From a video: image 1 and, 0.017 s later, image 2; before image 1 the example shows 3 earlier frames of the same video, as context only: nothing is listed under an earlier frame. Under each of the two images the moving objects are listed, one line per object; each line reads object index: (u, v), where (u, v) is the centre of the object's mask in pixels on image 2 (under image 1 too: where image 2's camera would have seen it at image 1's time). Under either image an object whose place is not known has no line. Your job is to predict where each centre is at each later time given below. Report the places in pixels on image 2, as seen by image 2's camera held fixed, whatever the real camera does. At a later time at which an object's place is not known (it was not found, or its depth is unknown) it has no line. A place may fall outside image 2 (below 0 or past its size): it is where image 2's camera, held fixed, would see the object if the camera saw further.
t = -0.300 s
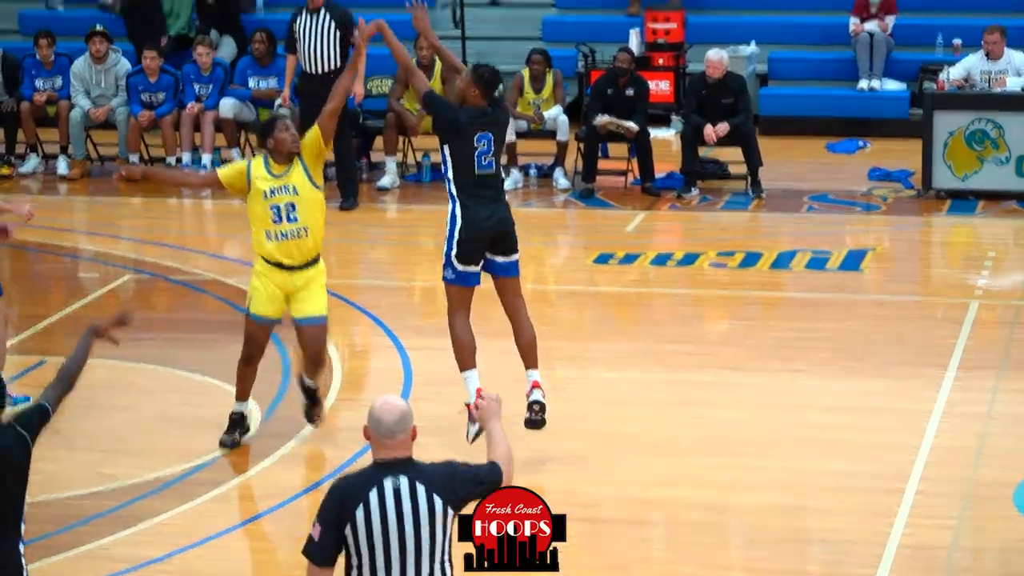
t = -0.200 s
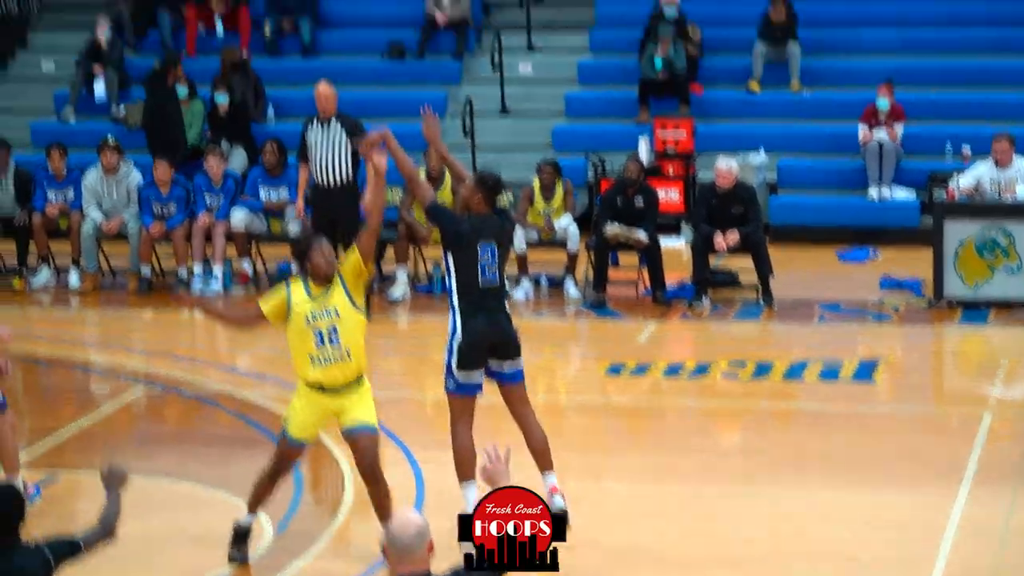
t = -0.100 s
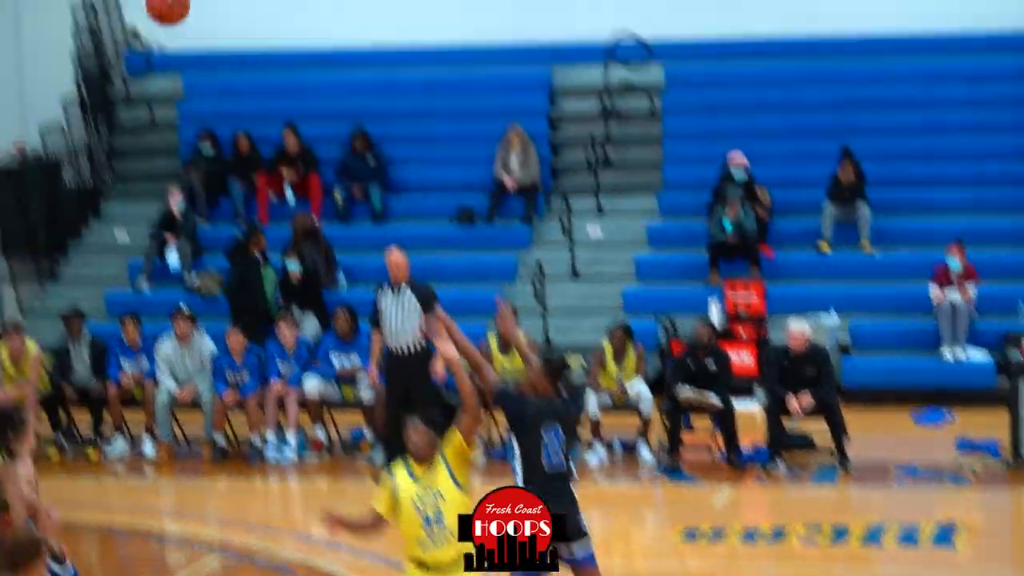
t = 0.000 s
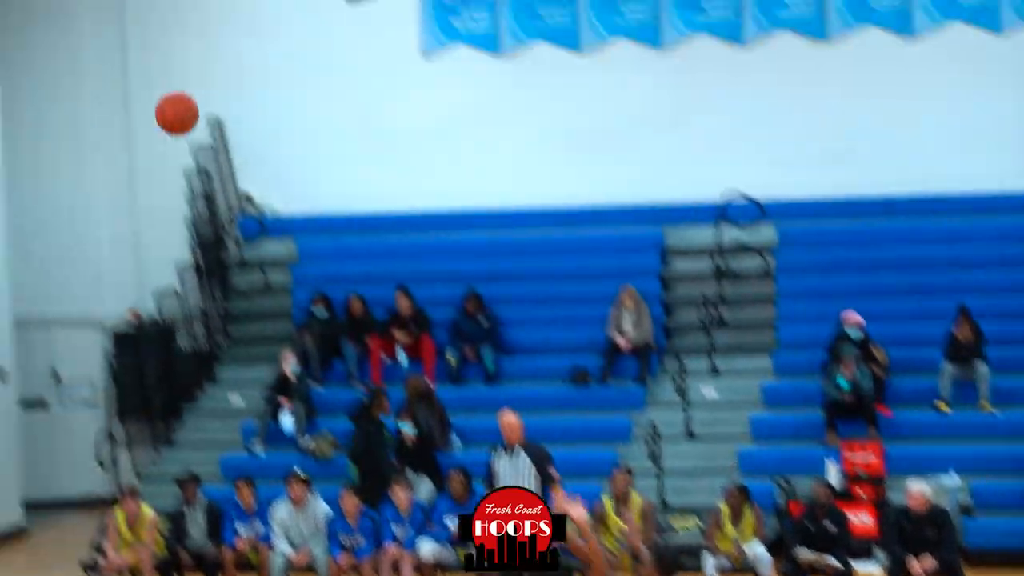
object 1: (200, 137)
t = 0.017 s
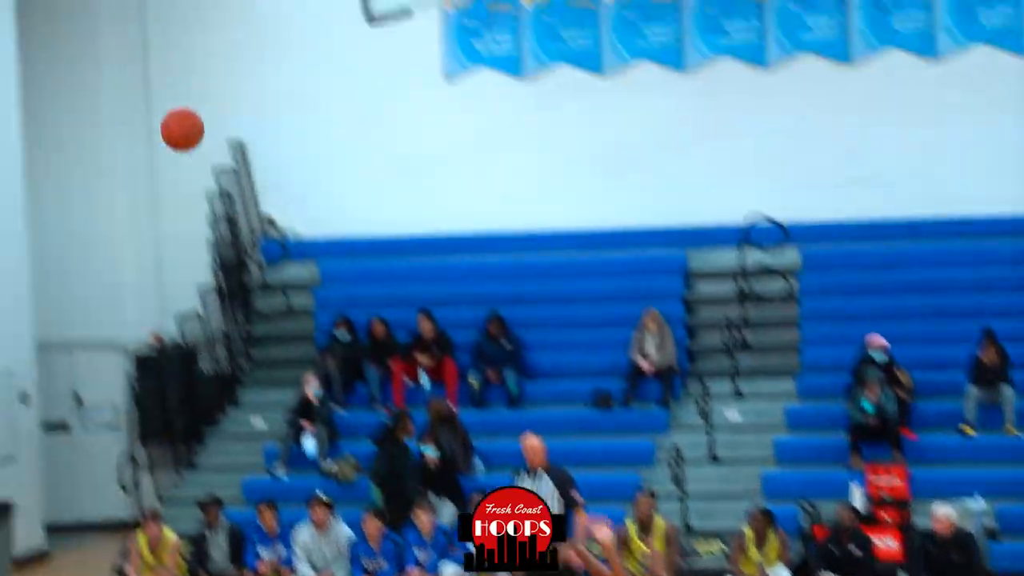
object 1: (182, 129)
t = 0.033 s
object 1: (164, 122)
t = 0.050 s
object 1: (146, 116)
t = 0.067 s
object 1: (130, 111)
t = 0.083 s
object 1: (112, 106)
